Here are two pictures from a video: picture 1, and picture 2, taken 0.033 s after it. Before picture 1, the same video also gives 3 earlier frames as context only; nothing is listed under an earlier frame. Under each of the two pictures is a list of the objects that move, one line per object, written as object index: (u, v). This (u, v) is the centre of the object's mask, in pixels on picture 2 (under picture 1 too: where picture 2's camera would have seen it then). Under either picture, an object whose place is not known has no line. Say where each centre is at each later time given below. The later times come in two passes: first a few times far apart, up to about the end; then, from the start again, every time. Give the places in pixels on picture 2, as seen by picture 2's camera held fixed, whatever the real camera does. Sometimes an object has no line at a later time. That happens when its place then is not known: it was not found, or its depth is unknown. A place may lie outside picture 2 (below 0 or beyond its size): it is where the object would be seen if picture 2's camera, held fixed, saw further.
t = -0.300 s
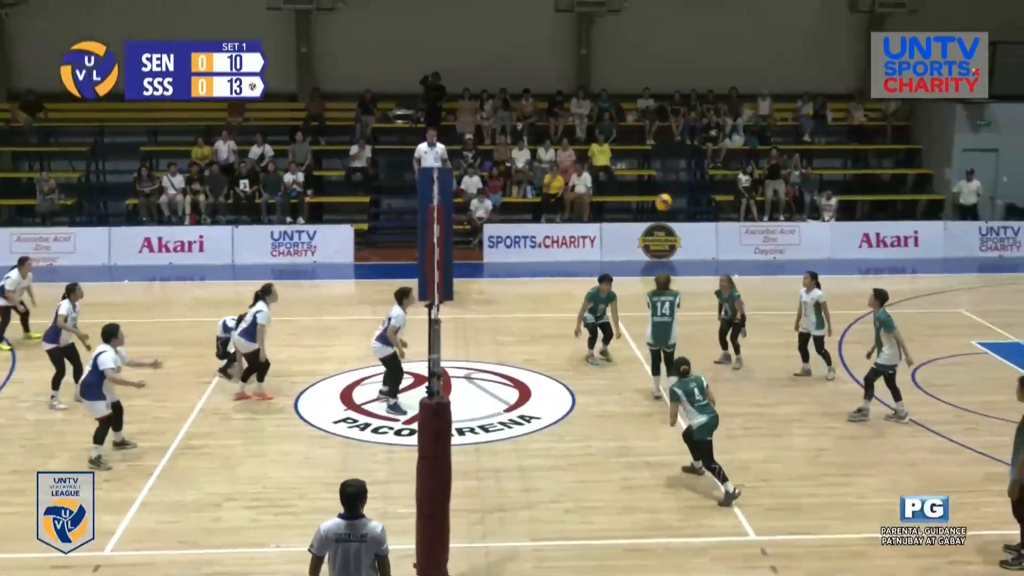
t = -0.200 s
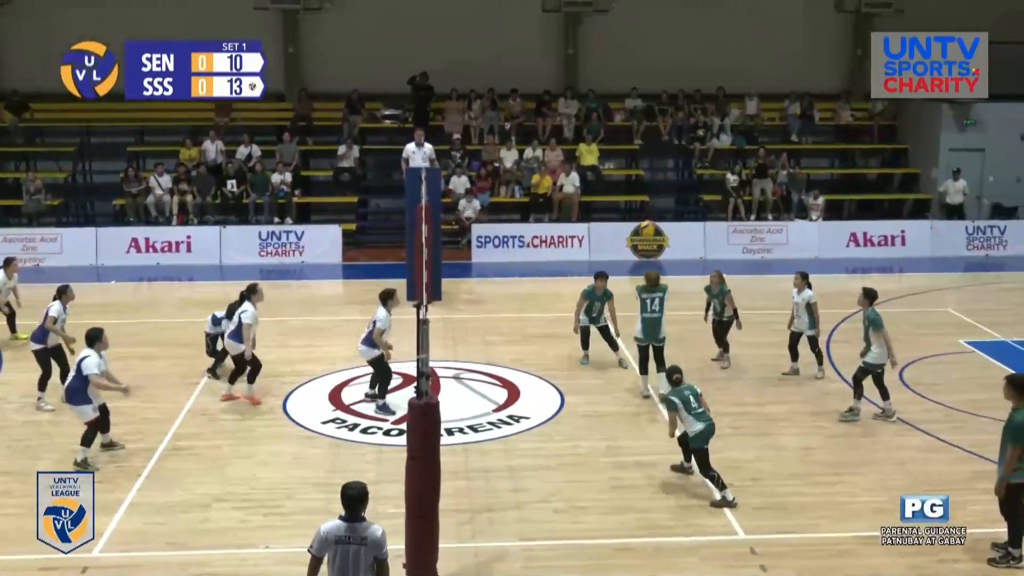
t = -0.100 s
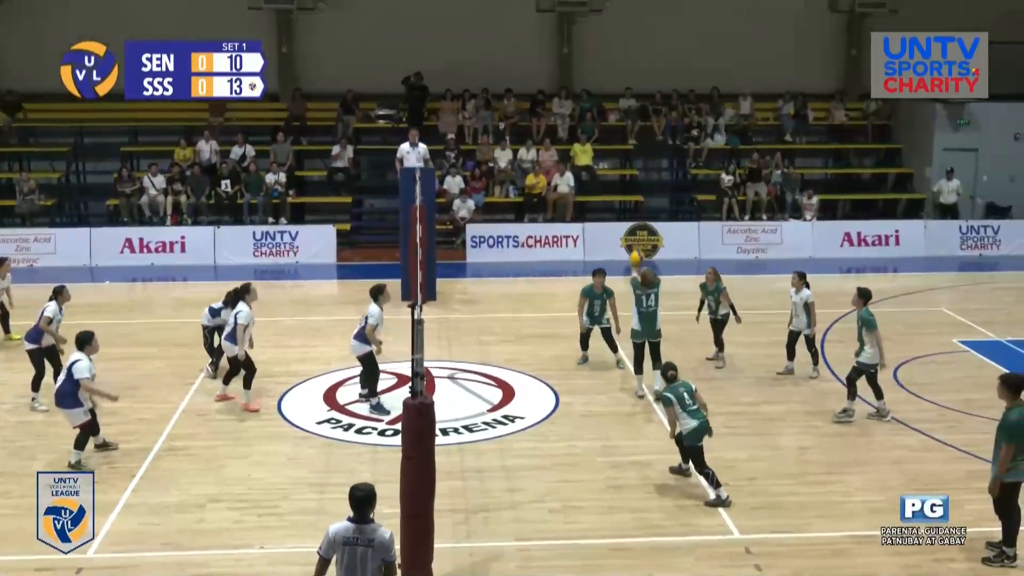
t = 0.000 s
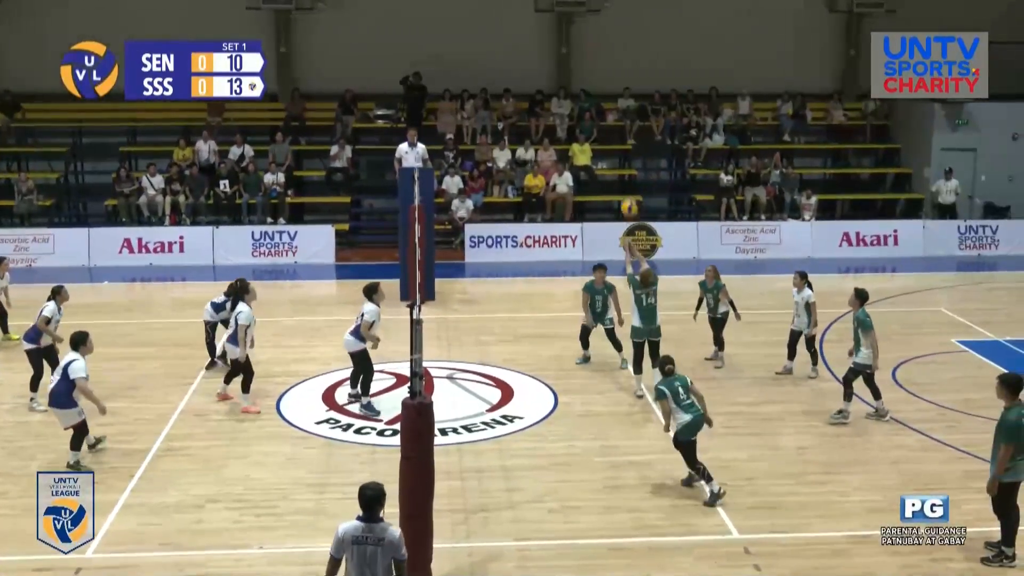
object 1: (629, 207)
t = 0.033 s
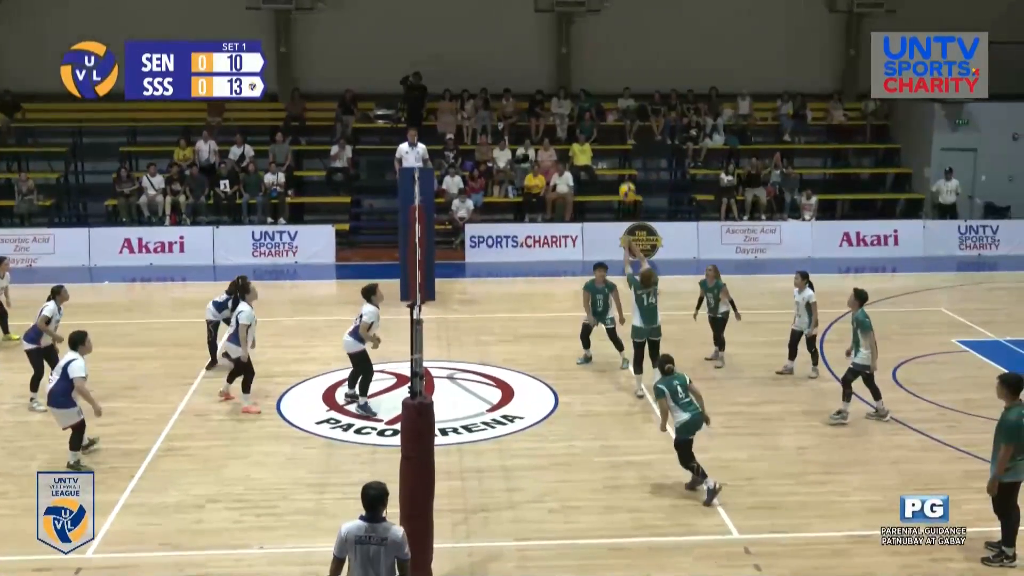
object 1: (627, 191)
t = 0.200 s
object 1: (617, 121)
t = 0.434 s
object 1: (599, 54)
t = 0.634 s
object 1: (581, 30)
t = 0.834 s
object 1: (560, 44)
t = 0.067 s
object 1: (625, 176)
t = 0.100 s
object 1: (623, 161)
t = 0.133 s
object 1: (621, 147)
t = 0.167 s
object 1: (619, 133)
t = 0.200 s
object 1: (617, 121)
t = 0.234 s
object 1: (614, 110)
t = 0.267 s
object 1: (612, 98)
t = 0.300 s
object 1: (610, 87)
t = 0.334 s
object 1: (608, 77)
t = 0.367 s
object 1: (605, 68)
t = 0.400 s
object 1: (602, 60)
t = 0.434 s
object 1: (599, 54)
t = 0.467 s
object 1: (596, 47)
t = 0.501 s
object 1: (593, 42)
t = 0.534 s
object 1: (591, 37)
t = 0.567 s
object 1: (587, 34)
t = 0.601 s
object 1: (584, 31)
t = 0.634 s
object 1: (581, 30)
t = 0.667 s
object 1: (577, 30)
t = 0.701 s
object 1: (574, 31)
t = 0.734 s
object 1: (571, 32)
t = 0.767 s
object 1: (567, 35)
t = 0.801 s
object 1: (564, 39)
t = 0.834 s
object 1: (560, 44)
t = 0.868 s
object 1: (557, 50)
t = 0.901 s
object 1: (553, 57)
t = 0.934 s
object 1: (549, 65)
